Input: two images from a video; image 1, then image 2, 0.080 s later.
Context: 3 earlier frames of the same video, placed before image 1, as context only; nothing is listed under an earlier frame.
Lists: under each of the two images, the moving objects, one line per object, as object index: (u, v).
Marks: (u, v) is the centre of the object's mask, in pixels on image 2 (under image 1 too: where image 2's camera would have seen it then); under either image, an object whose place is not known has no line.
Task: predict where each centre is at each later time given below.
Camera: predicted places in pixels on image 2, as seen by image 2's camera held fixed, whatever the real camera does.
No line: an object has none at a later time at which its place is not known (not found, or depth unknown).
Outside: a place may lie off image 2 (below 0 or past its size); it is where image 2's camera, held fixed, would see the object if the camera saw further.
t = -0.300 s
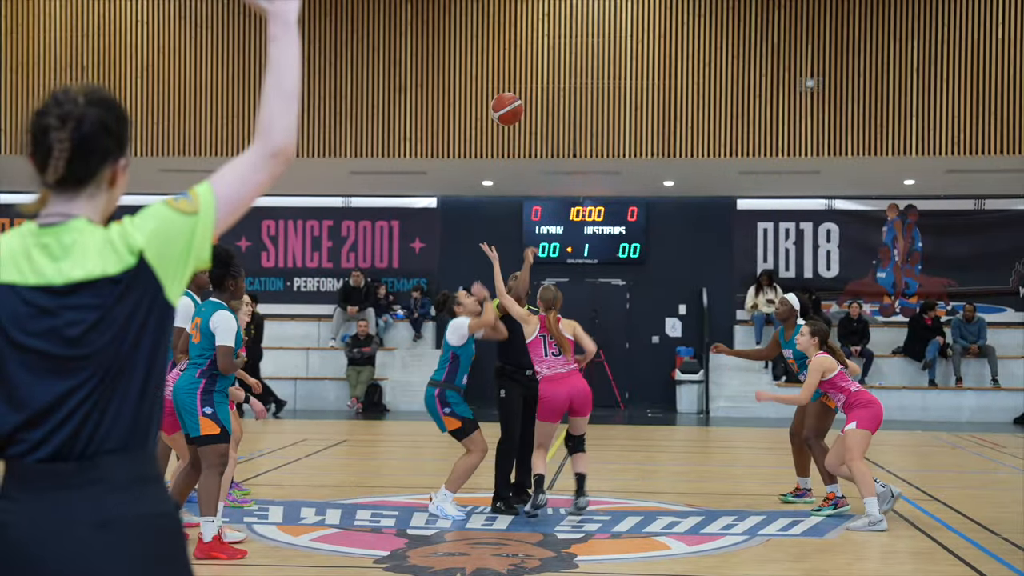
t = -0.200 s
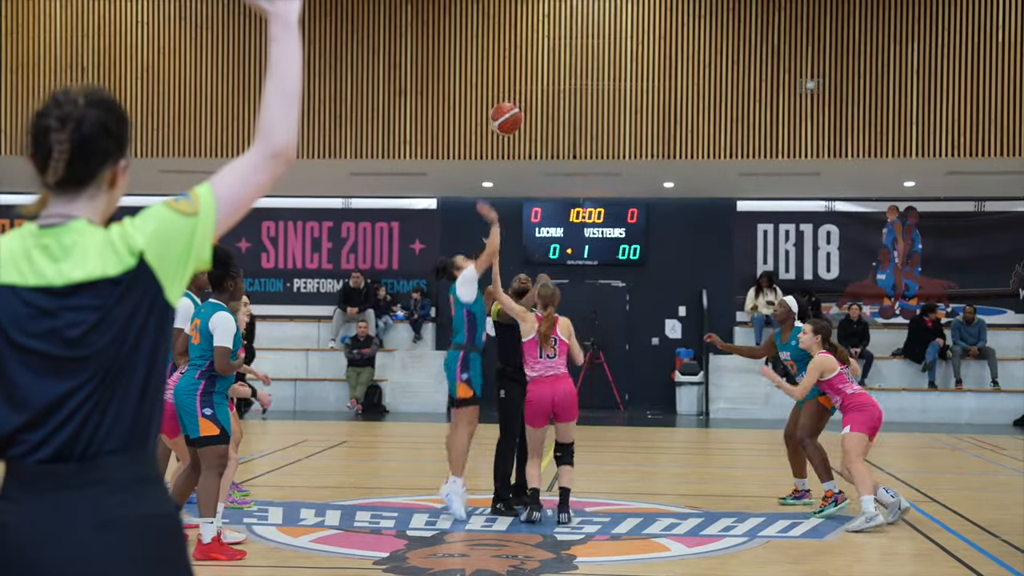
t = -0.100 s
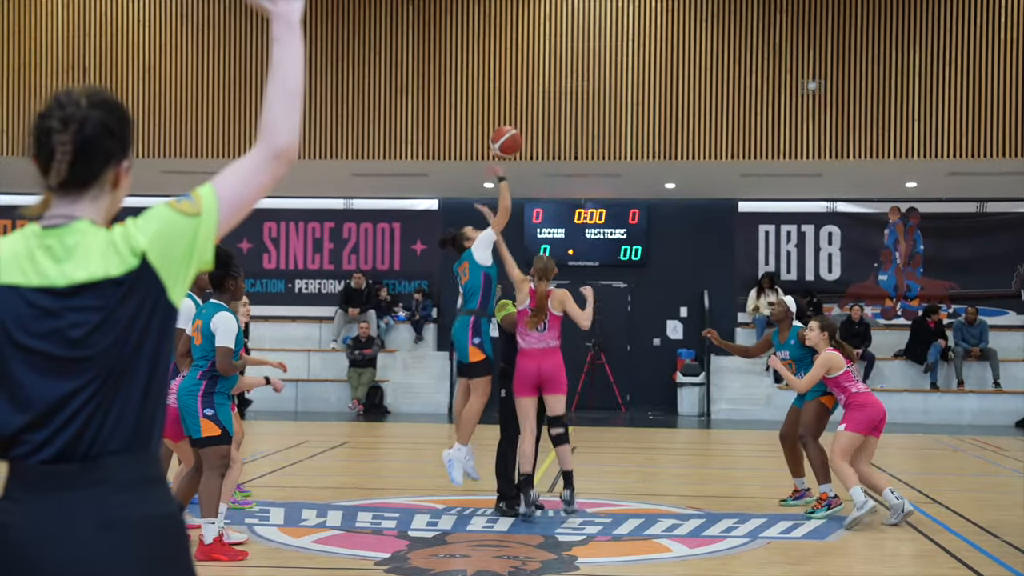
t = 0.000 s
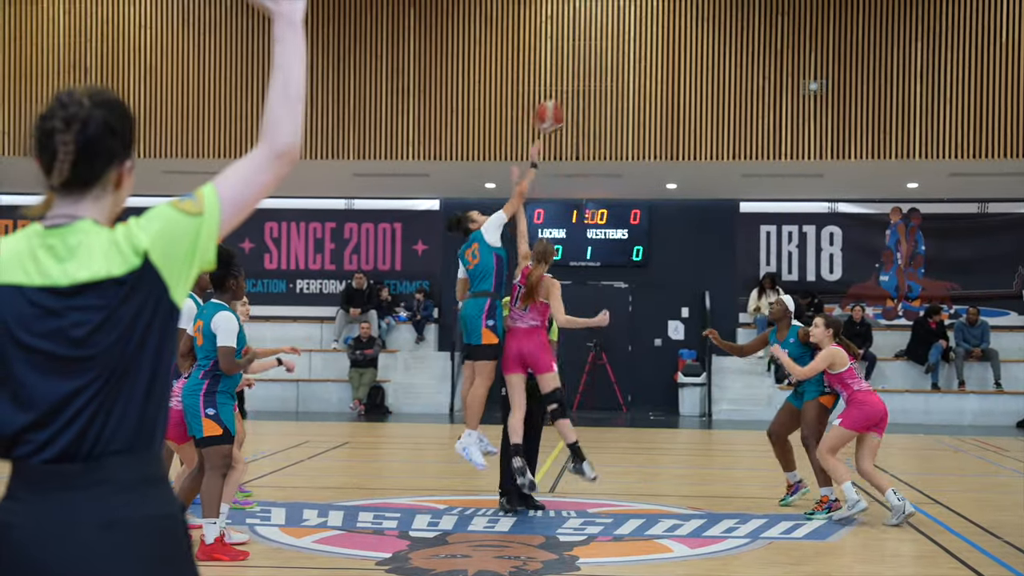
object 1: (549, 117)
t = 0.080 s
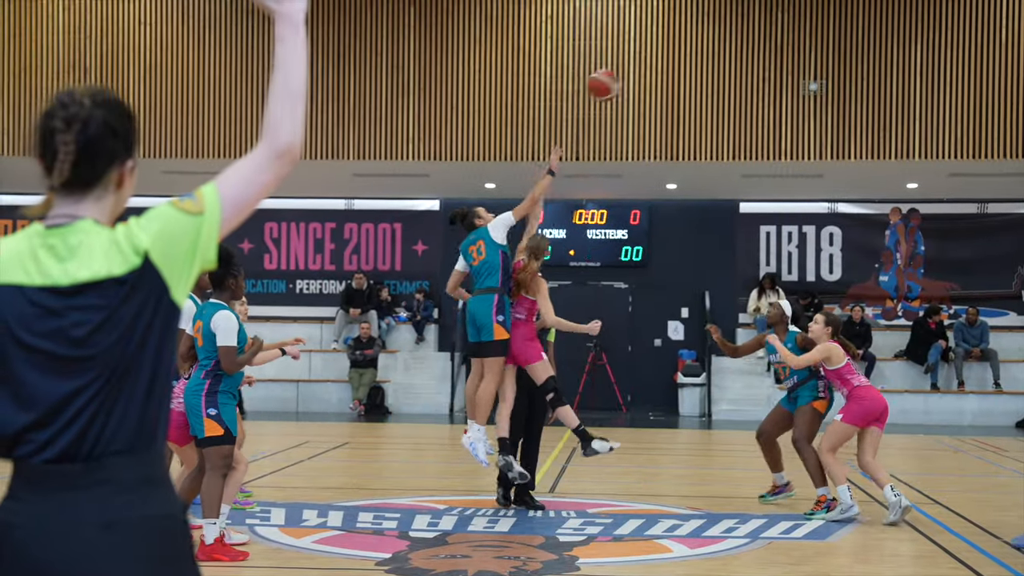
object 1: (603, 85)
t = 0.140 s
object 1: (644, 67)
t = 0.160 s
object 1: (657, 62)
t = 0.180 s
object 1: (670, 58)
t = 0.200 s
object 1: (683, 54)
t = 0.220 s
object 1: (696, 50)
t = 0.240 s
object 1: (709, 47)
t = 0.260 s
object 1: (722, 45)
